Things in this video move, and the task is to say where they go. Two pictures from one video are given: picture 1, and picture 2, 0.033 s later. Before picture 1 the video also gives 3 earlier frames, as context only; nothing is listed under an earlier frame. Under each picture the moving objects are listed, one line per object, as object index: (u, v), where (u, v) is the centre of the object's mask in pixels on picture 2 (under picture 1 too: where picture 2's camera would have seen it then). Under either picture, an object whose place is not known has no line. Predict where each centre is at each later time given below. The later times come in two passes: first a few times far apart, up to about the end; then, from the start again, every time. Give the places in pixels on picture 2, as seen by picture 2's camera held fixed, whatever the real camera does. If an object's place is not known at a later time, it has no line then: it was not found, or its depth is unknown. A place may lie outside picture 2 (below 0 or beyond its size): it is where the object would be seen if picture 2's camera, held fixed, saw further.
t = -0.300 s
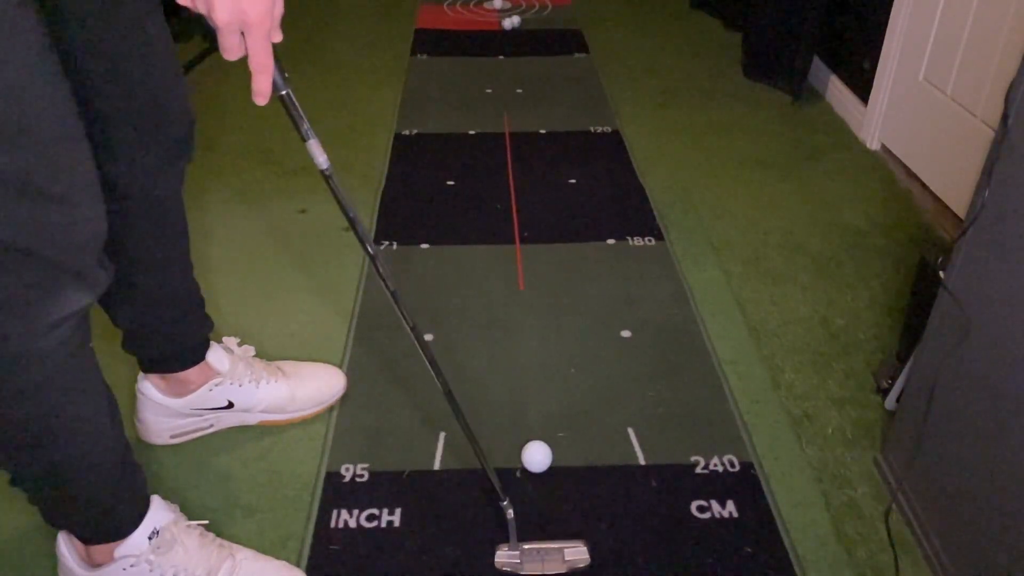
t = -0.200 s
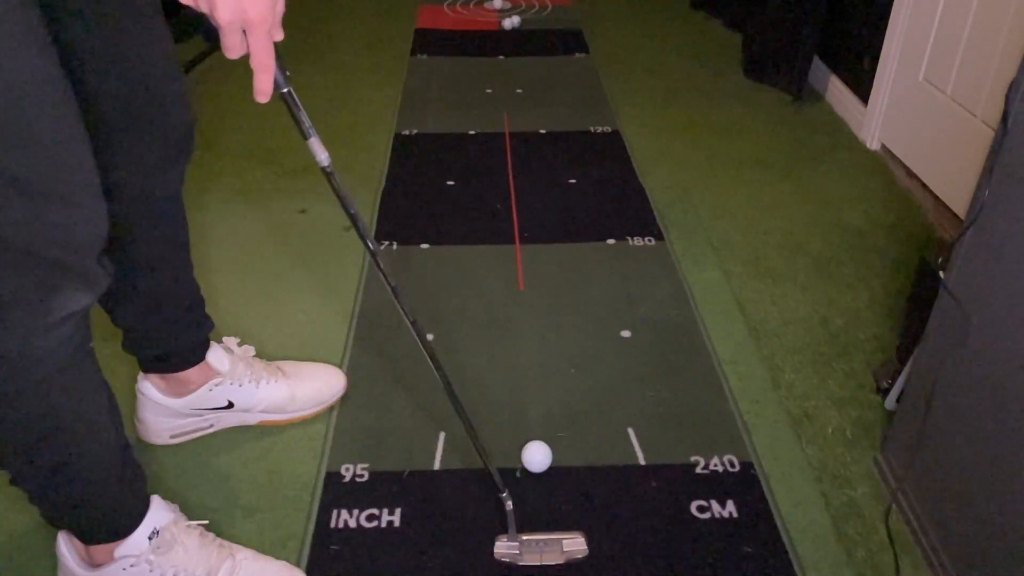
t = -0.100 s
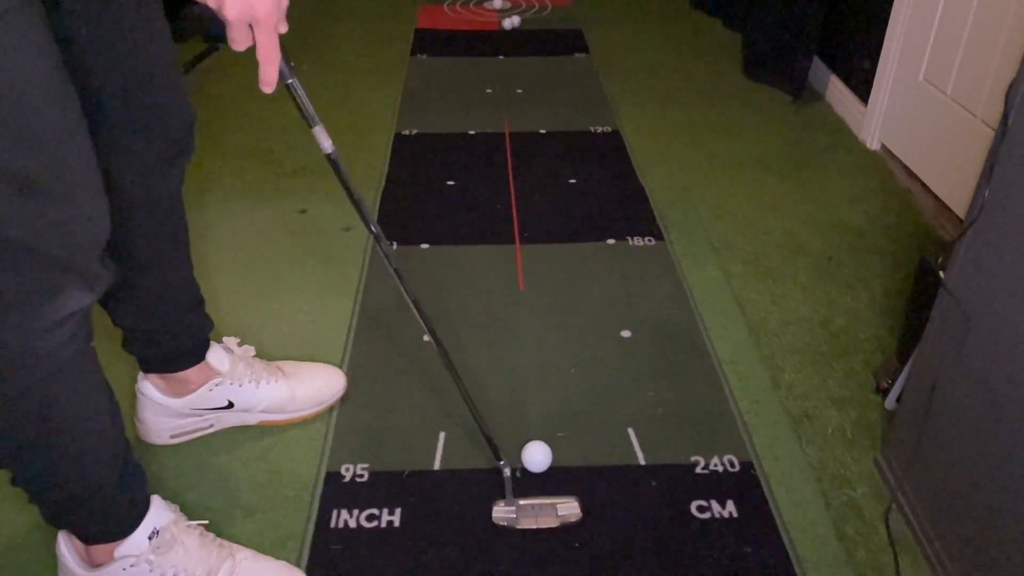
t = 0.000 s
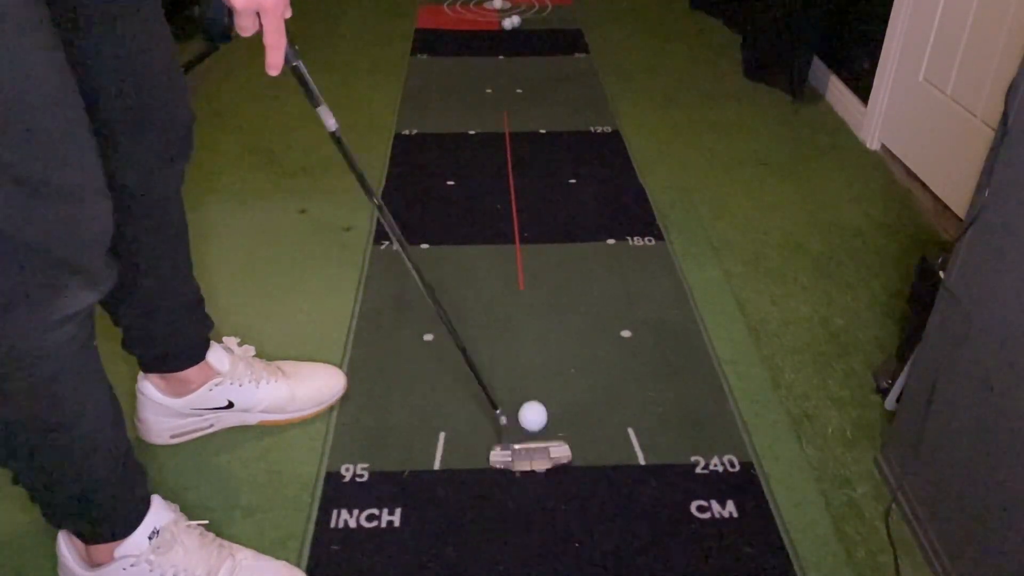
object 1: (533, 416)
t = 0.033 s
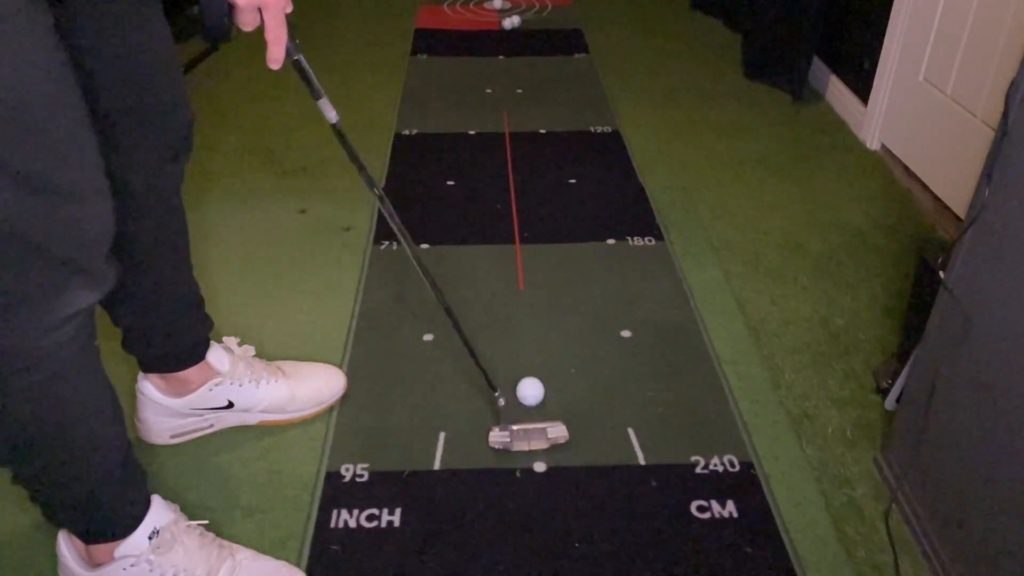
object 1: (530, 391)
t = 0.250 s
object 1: (520, 291)
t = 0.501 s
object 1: (516, 218)
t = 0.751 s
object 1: (512, 171)
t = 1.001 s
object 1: (504, 132)
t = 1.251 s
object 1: (500, 102)
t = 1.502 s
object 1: (497, 81)
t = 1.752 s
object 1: (500, 66)
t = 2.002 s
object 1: (503, 56)
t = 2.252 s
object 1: (505, 50)
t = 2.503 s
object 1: (506, 47)
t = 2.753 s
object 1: (506, 48)
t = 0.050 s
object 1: (529, 381)
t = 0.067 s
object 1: (528, 371)
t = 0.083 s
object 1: (527, 361)
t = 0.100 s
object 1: (526, 353)
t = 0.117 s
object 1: (525, 344)
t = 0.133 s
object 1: (525, 337)
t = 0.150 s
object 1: (524, 330)
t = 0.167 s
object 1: (523, 323)
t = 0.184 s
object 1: (522, 316)
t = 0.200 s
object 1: (522, 309)
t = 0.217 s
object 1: (521, 303)
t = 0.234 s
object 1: (521, 296)
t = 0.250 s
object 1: (520, 291)
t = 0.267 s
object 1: (520, 285)
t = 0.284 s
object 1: (519, 279)
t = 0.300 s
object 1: (519, 274)
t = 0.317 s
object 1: (518, 268)
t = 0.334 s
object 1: (518, 263)
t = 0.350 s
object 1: (518, 258)
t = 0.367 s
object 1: (517, 253)
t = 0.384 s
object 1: (517, 248)
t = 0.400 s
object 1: (517, 243)
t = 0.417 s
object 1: (517, 239)
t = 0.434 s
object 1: (517, 234)
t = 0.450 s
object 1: (517, 230)
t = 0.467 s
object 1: (516, 226)
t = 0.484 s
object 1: (516, 222)
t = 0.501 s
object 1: (516, 218)
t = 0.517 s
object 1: (516, 214)
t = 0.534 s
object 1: (516, 210)
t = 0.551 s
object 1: (516, 206)
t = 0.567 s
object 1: (515, 202)
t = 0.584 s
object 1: (515, 199)
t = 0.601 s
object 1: (515, 195)
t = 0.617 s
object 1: (515, 192)
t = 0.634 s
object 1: (515, 189)
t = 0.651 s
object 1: (514, 185)
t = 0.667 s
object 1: (514, 182)
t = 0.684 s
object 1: (514, 179)
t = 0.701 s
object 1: (513, 178)
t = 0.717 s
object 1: (513, 176)
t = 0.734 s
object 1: (512, 174)
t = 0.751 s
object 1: (512, 171)
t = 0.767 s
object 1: (512, 168)
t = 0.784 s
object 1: (511, 166)
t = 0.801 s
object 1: (511, 163)
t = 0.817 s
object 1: (510, 160)
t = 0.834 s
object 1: (510, 157)
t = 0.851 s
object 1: (509, 154)
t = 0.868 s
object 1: (509, 151)
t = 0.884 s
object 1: (508, 149)
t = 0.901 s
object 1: (507, 146)
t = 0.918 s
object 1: (507, 144)
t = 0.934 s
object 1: (506, 141)
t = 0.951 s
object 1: (506, 139)
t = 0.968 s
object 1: (505, 136)
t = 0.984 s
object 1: (505, 134)
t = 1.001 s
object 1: (504, 132)
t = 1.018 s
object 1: (504, 129)
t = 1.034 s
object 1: (504, 127)
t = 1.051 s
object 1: (503, 125)
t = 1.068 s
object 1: (503, 123)
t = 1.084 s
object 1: (503, 121)
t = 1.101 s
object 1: (502, 119)
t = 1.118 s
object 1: (502, 117)
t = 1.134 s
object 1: (501, 115)
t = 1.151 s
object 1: (501, 113)
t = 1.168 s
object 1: (501, 111)
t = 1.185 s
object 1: (501, 109)
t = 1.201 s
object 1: (500, 107)
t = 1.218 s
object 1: (500, 105)
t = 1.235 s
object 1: (500, 104)
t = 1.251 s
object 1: (500, 102)
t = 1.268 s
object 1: (499, 100)
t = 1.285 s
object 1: (499, 99)
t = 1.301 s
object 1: (499, 97)
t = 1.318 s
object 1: (498, 95)
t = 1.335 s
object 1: (498, 93)
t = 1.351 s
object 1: (498, 92)
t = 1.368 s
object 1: (498, 90)
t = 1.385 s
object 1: (498, 89)
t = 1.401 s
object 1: (498, 88)
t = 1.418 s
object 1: (498, 87)
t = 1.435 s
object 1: (497, 86)
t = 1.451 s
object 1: (497, 85)
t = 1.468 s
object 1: (497, 83)
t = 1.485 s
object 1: (497, 82)
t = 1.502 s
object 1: (497, 81)
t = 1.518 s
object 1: (497, 80)
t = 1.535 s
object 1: (497, 78)
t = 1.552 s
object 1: (497, 77)
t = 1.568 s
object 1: (497, 76)
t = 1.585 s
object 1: (497, 75)
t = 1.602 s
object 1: (497, 74)
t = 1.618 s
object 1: (498, 73)
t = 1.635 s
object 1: (498, 72)
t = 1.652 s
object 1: (498, 71)
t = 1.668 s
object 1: (498, 70)
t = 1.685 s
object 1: (498, 69)
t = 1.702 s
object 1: (499, 68)
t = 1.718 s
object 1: (499, 67)
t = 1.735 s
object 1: (499, 66)
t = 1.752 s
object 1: (500, 66)
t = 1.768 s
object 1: (500, 65)
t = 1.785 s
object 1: (500, 64)
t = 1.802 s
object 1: (501, 63)
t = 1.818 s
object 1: (501, 62)
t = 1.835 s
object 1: (501, 62)
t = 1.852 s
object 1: (501, 61)
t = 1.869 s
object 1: (502, 60)
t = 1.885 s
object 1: (502, 59)
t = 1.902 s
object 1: (502, 59)
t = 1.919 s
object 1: (502, 58)
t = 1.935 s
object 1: (503, 58)
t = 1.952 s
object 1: (503, 57)
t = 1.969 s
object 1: (503, 57)
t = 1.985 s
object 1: (503, 56)
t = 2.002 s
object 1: (503, 56)
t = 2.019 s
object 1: (504, 55)
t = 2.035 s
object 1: (504, 55)
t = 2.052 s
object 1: (504, 55)
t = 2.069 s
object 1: (504, 54)
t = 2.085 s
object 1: (504, 54)
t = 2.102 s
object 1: (504, 53)
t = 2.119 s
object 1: (504, 53)
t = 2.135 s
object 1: (504, 52)
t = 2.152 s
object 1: (504, 52)
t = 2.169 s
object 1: (504, 52)
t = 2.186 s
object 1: (504, 51)
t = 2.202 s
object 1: (504, 51)
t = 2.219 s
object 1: (504, 51)
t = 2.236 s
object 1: (505, 50)
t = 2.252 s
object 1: (505, 50)
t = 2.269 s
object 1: (504, 50)
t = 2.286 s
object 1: (505, 49)
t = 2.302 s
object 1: (505, 49)
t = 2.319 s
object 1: (505, 49)
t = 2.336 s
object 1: (505, 49)
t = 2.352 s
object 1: (505, 48)
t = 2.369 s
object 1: (505, 48)
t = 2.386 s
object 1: (505, 48)
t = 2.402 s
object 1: (505, 48)
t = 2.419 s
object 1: (505, 48)
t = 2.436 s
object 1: (505, 48)
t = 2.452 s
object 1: (505, 48)
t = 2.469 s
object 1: (505, 47)
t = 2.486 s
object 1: (505, 47)
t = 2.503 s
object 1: (506, 47)
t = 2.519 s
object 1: (506, 47)
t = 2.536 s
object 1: (506, 47)
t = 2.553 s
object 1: (506, 47)
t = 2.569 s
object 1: (506, 47)
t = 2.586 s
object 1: (506, 47)
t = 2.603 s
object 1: (506, 48)
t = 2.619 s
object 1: (506, 48)
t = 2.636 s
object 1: (506, 48)
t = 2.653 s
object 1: (506, 48)
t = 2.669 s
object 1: (506, 48)
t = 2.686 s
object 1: (506, 48)
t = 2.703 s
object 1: (506, 48)
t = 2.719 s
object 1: (506, 48)
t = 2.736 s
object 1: (506, 48)
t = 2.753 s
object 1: (506, 48)
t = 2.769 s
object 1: (506, 48)
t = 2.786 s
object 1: (506, 48)
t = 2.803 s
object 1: (506, 48)
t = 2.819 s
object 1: (506, 48)
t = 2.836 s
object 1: (506, 48)
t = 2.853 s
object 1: (506, 48)
